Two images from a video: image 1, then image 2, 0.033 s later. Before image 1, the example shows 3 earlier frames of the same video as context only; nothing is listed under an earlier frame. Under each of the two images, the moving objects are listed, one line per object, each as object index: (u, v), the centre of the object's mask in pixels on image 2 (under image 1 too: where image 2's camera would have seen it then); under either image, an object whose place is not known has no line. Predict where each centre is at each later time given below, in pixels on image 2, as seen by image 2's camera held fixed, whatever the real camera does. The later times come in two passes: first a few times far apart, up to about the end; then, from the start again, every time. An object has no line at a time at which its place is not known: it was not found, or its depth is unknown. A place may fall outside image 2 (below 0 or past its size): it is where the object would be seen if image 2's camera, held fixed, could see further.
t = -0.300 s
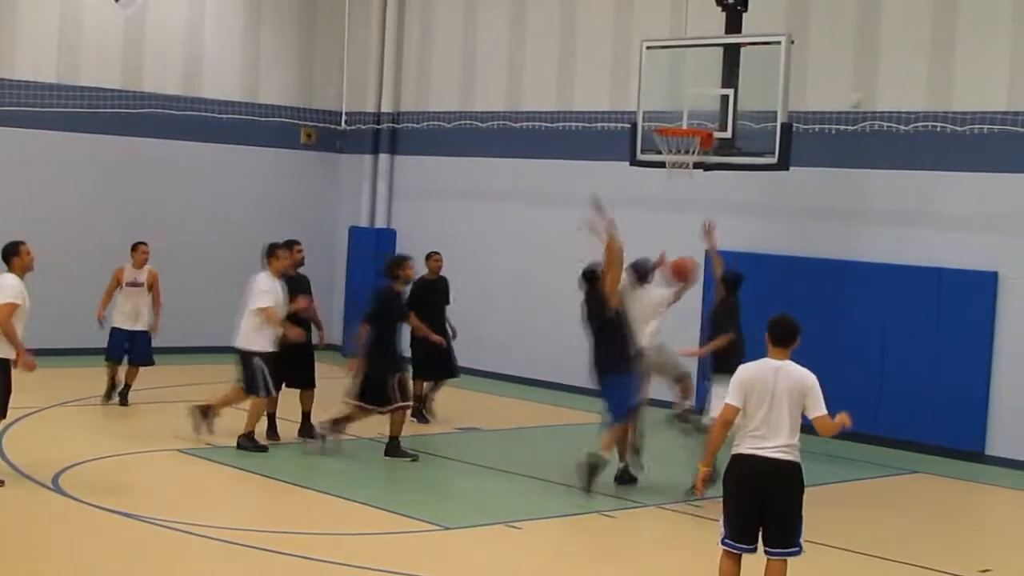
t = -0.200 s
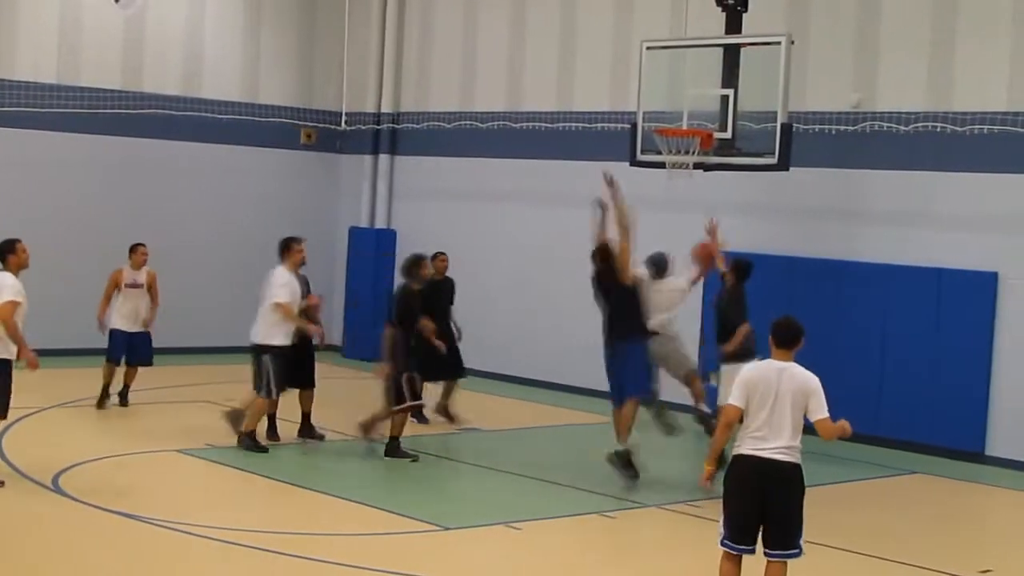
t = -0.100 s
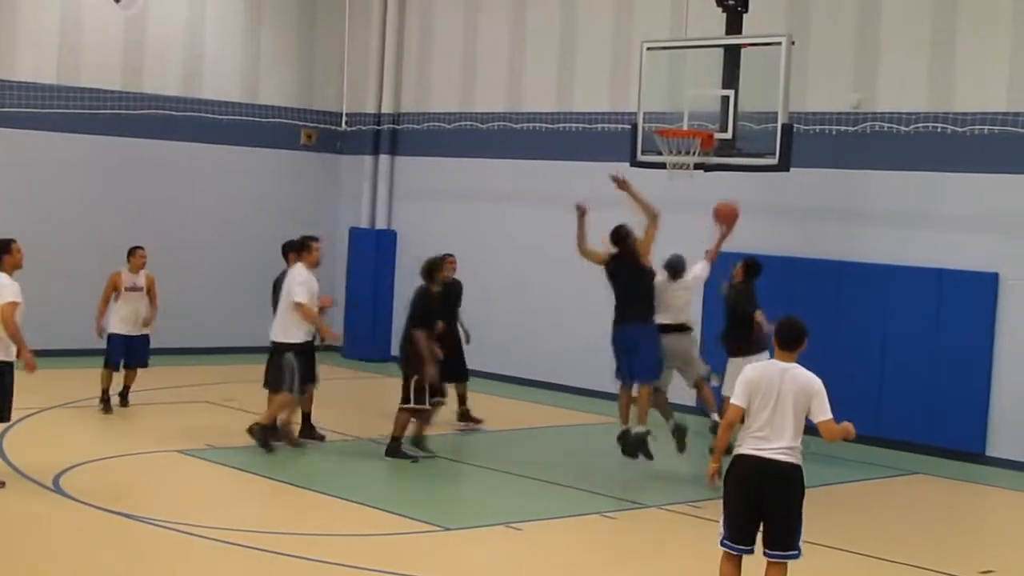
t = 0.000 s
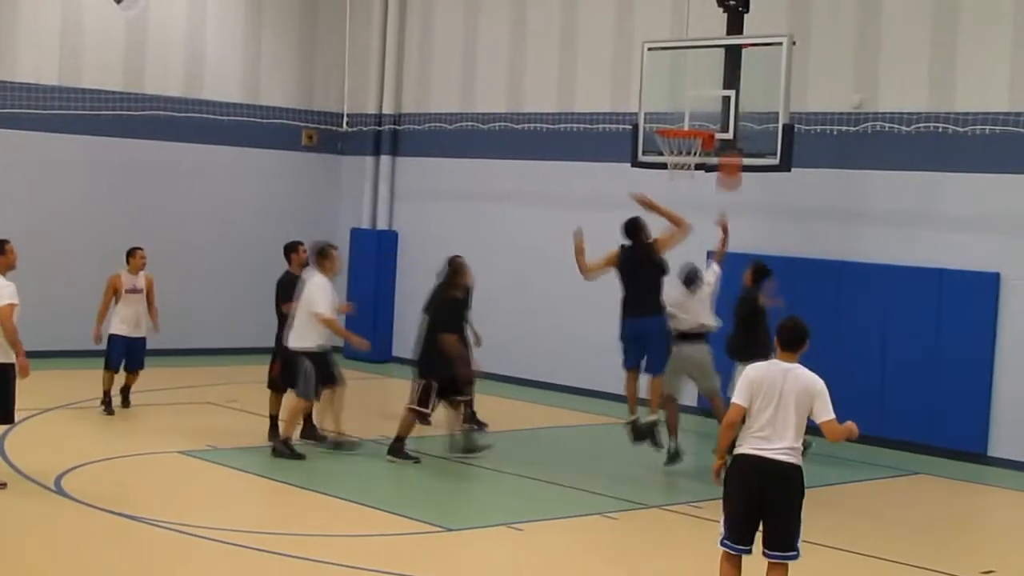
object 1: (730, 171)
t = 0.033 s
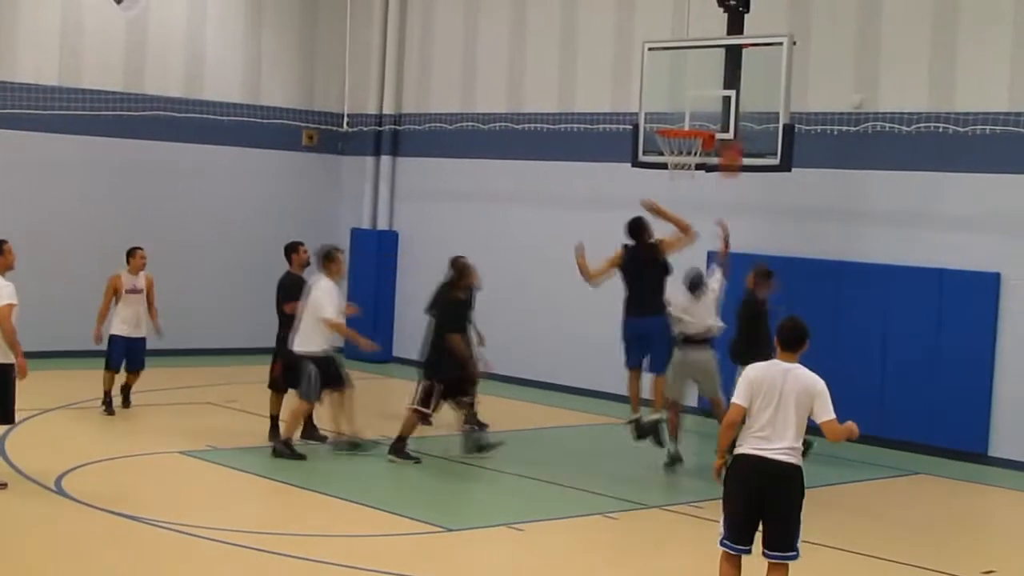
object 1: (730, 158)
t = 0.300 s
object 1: (733, 90)
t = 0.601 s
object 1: (704, 75)
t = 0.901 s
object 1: (668, 117)
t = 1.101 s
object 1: (682, 119)
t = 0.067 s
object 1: (731, 147)
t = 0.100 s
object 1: (731, 137)
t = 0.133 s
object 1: (732, 126)
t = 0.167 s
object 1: (731, 116)
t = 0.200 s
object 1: (732, 108)
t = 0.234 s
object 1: (732, 101)
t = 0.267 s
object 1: (733, 94)
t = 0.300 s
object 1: (733, 90)
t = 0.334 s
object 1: (733, 86)
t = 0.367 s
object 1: (732, 83)
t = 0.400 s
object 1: (730, 80)
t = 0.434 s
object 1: (726, 77)
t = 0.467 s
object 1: (723, 76)
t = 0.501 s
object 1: (718, 74)
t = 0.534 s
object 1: (713, 73)
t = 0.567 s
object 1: (709, 74)
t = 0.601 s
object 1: (704, 75)
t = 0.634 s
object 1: (700, 77)
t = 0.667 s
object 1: (696, 80)
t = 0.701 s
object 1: (691, 84)
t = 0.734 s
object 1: (686, 90)
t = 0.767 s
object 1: (681, 96)
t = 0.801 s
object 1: (675, 103)
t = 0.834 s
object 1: (672, 108)
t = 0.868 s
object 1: (668, 116)
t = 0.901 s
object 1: (668, 117)
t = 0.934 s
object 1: (669, 116)
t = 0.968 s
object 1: (673, 115)
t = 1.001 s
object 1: (675, 115)
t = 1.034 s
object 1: (678, 115)
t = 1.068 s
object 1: (680, 117)
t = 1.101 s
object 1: (682, 119)
